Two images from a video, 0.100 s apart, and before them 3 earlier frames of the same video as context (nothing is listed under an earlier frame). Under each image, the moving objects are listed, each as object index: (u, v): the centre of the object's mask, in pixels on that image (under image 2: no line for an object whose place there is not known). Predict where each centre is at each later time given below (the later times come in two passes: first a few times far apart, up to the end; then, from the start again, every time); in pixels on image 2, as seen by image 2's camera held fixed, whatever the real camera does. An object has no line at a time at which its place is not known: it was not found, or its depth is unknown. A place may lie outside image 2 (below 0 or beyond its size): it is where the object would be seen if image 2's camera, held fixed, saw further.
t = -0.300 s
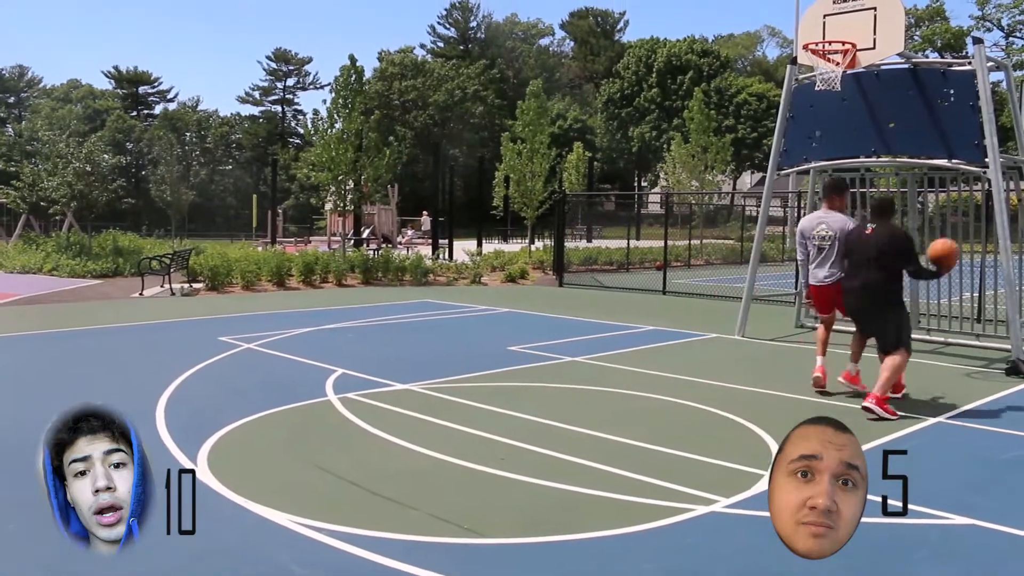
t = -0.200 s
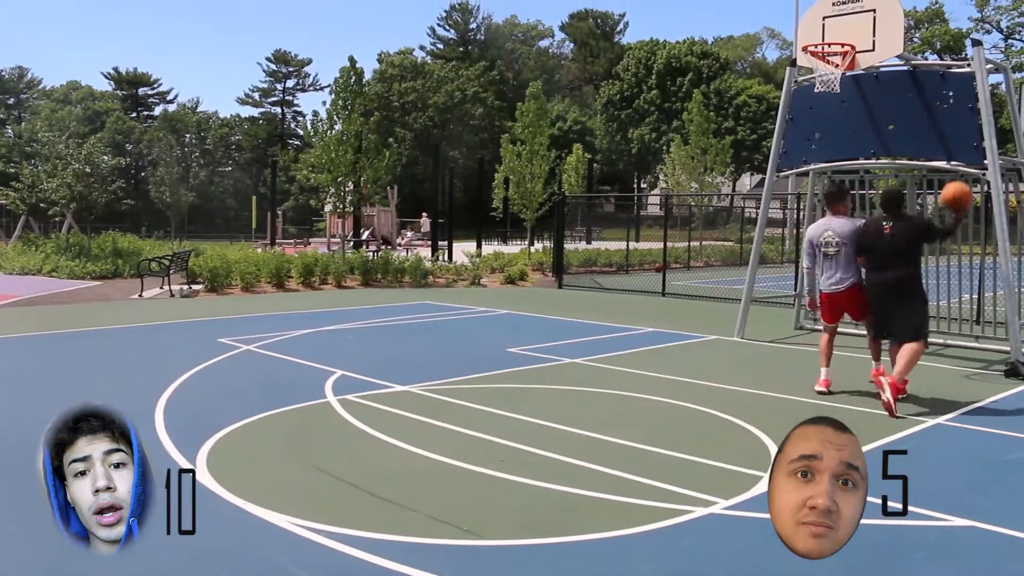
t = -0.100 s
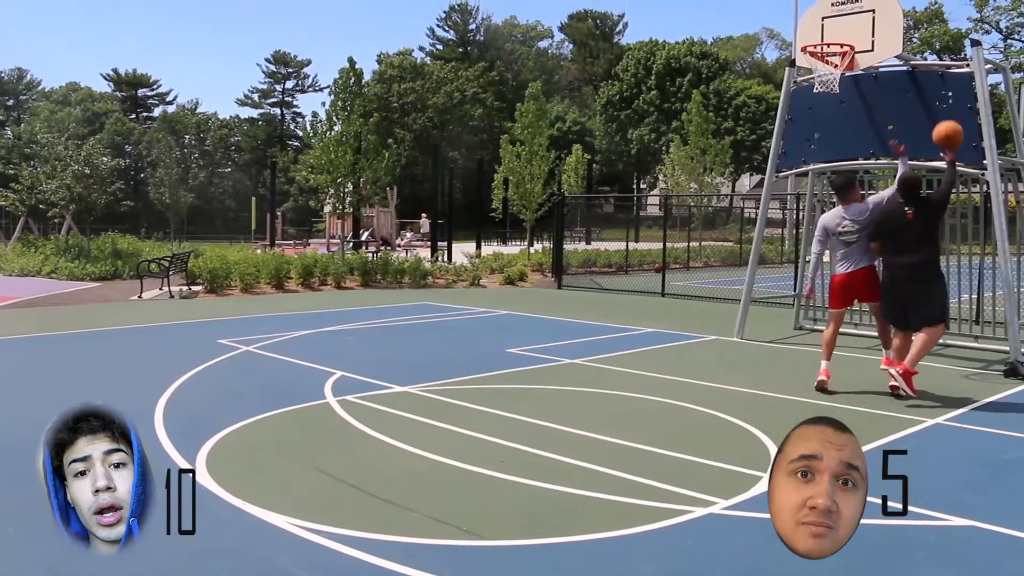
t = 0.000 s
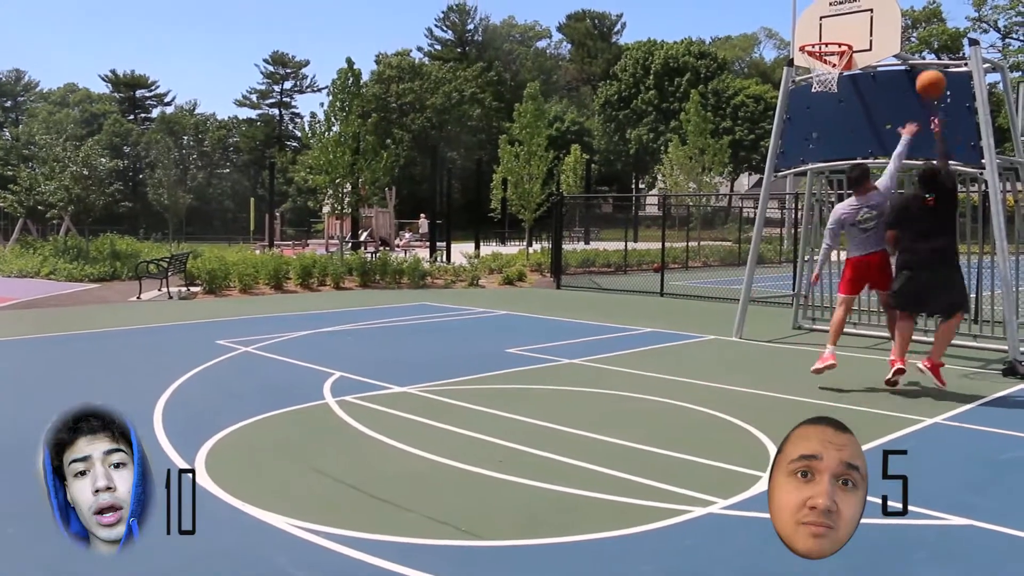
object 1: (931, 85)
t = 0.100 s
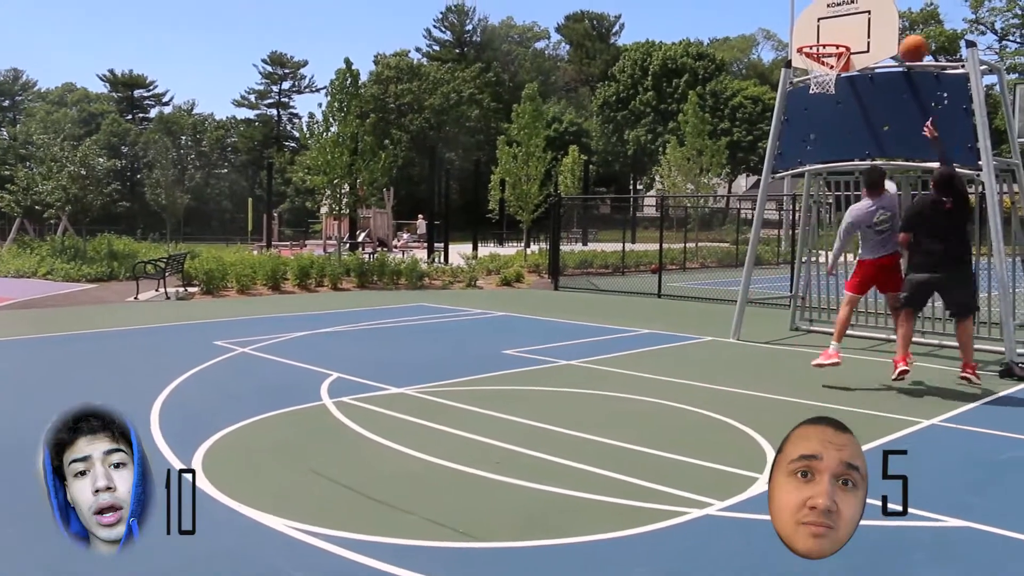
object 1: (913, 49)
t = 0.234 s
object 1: (894, 20)
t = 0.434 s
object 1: (867, 15)
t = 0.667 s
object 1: (834, 37)
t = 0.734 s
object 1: (823, 49)
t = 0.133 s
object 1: (909, 39)
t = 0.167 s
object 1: (904, 32)
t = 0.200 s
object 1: (899, 25)
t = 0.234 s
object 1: (894, 20)
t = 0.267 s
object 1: (890, 16)
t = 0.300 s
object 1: (885, 13)
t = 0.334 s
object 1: (881, 12)
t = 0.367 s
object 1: (876, 12)
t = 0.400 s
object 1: (871, 13)
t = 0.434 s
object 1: (867, 15)
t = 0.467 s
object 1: (862, 18)
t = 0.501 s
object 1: (858, 23)
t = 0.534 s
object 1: (854, 28)
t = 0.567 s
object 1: (849, 31)
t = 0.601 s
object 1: (844, 34)
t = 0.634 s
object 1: (839, 36)
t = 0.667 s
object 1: (834, 37)
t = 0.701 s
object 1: (829, 44)
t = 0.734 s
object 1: (823, 49)
